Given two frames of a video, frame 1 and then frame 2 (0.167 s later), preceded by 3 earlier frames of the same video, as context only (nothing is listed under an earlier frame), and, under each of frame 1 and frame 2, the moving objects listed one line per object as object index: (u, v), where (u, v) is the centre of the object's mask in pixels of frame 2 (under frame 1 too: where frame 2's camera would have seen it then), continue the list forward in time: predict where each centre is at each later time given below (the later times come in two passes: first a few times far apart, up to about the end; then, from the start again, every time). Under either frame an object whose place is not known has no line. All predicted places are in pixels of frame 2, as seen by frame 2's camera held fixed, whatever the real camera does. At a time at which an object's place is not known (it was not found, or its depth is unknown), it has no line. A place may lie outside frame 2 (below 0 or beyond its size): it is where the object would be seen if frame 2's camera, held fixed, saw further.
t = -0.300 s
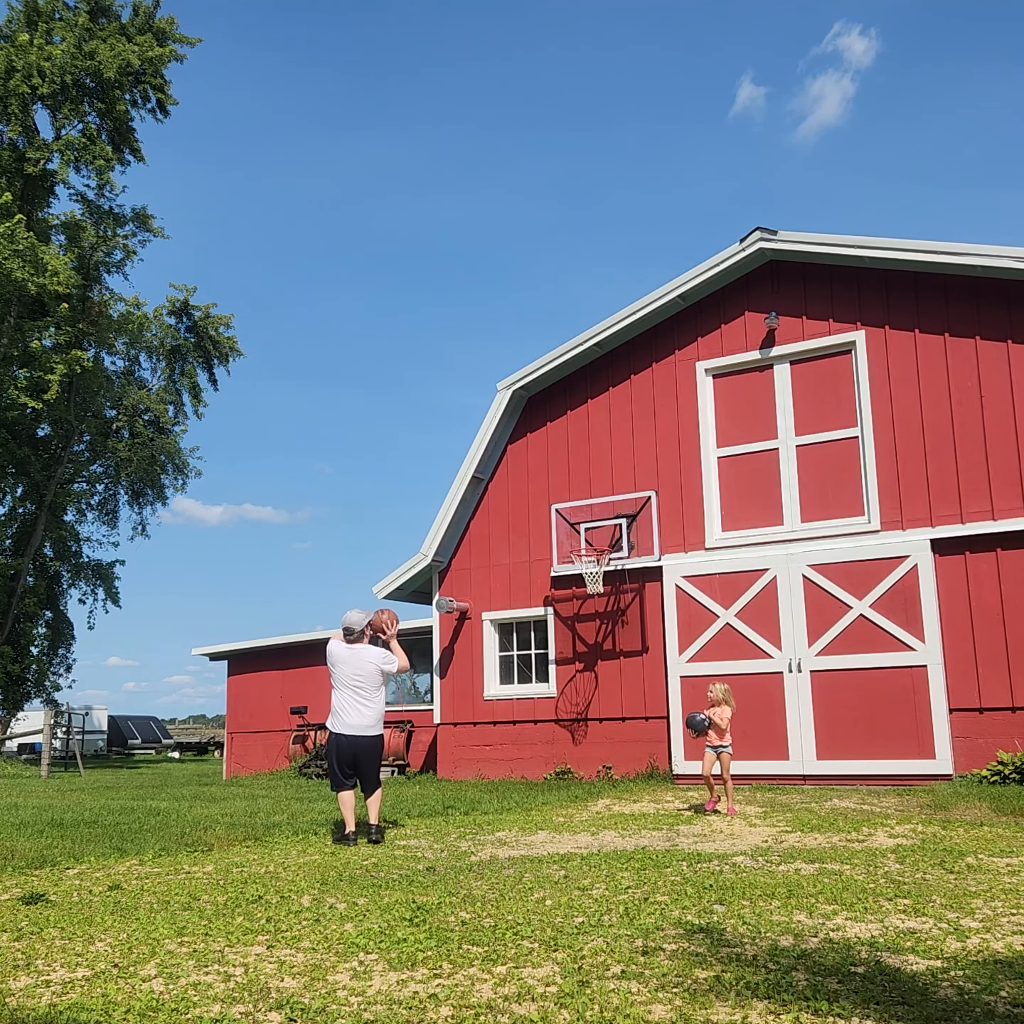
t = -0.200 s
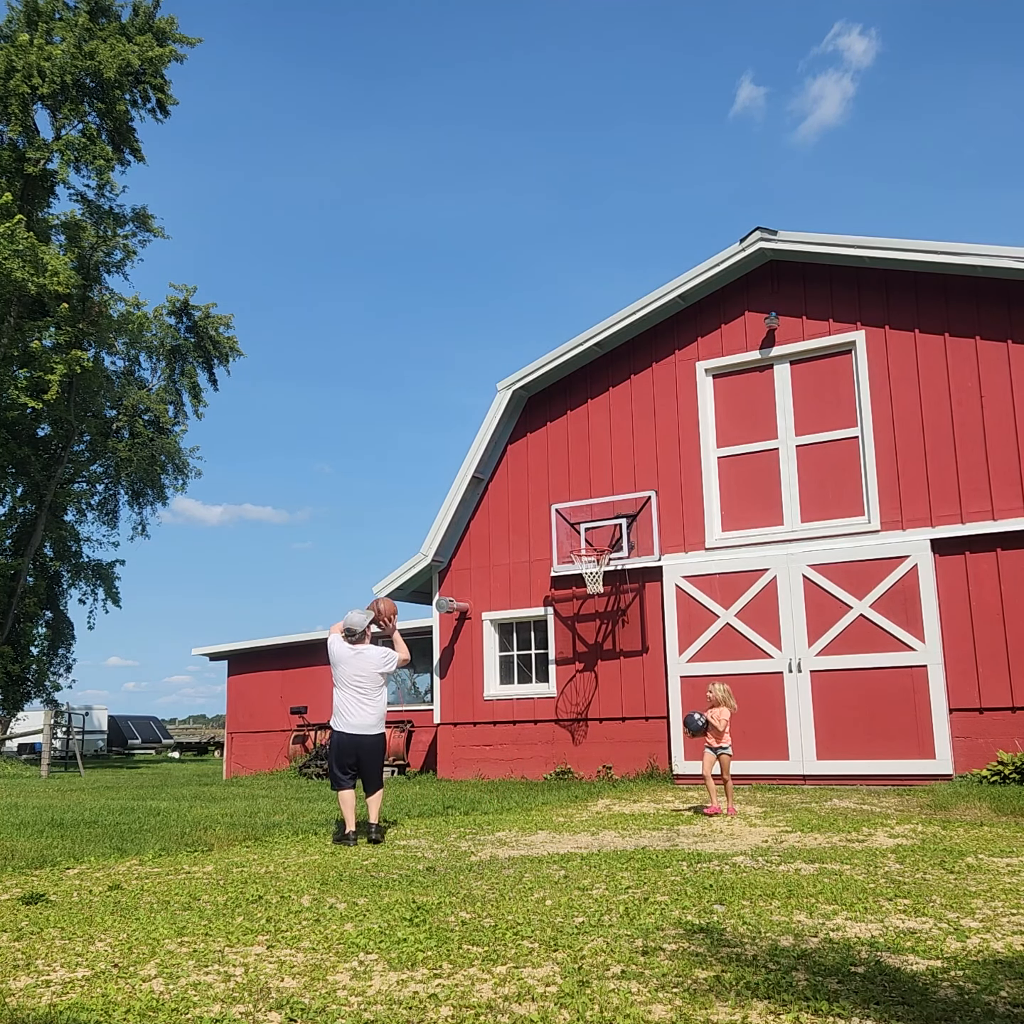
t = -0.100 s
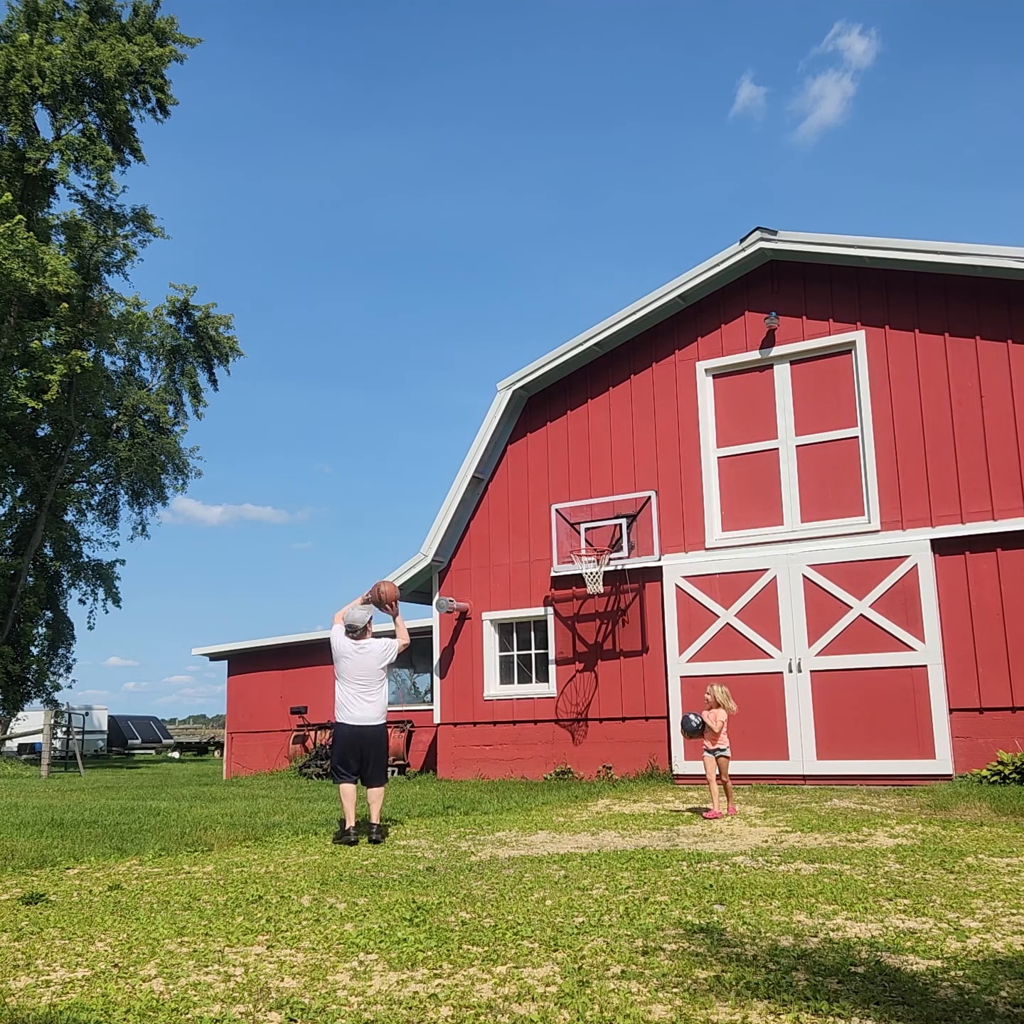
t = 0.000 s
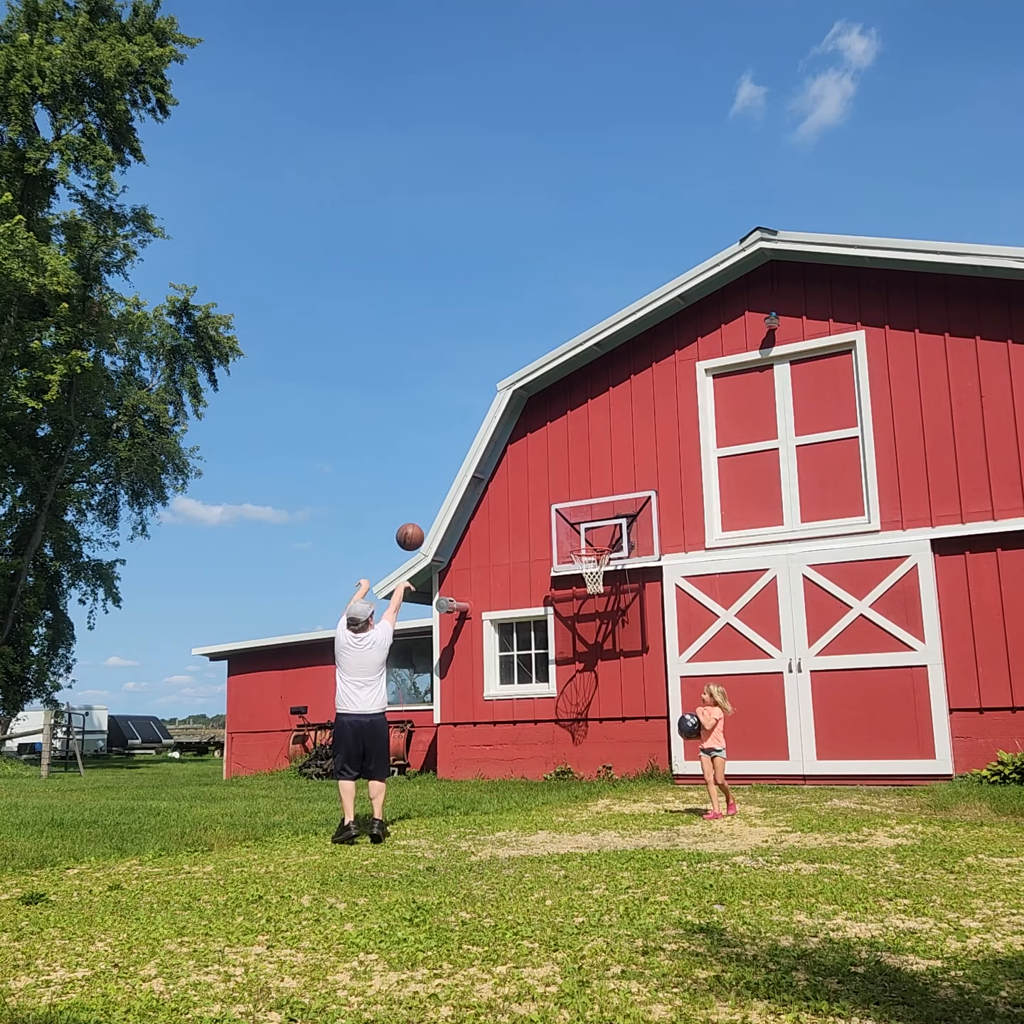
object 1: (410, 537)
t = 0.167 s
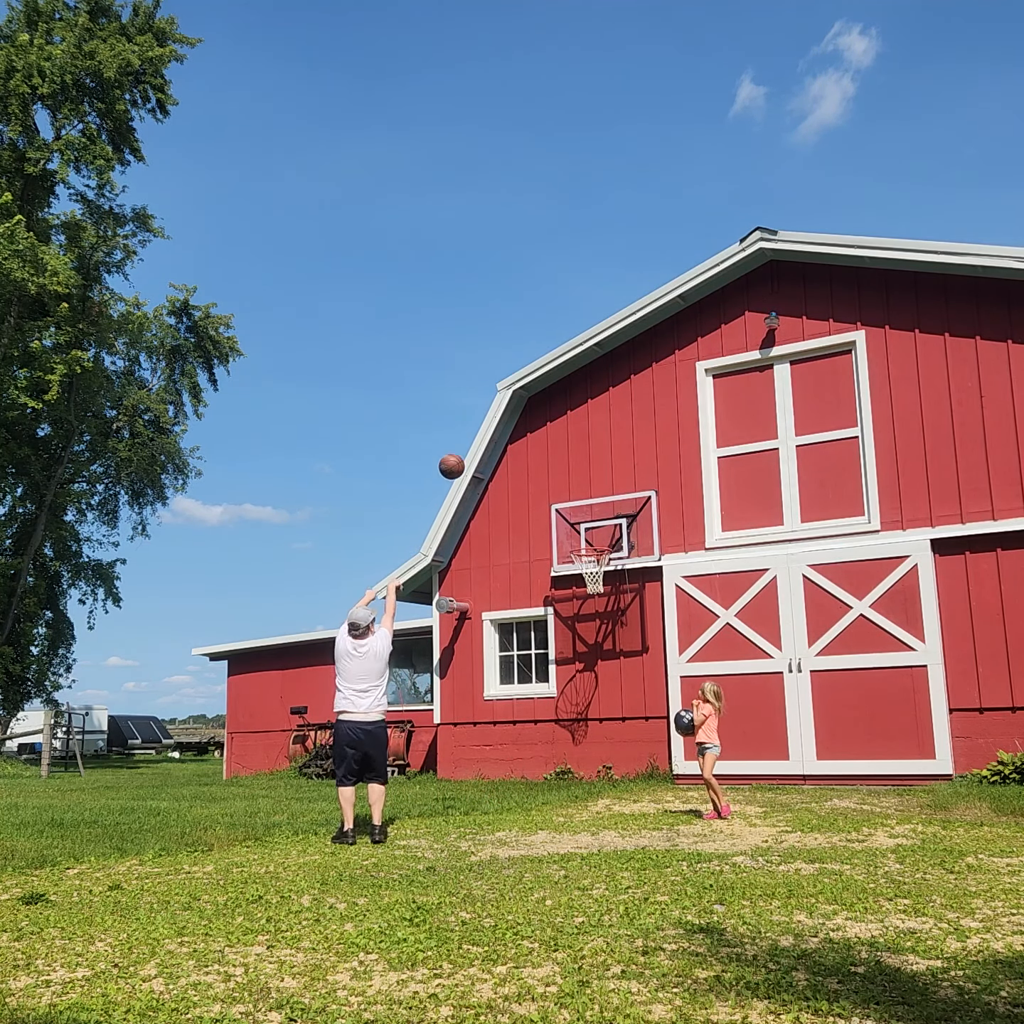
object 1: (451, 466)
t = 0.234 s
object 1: (466, 450)
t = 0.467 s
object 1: (514, 430)
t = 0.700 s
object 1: (554, 463)
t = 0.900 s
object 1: (585, 523)
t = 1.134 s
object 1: (616, 552)
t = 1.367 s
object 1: (653, 610)
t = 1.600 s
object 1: (701, 740)
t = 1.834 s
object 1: (720, 717)
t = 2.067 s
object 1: (721, 614)
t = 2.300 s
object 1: (728, 573)
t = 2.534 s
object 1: (739, 601)
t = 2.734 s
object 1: (754, 693)
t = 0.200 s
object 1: (459, 457)
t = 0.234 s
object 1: (466, 450)
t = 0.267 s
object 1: (474, 443)
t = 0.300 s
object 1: (481, 438)
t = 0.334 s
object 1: (488, 434)
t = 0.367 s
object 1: (494, 431)
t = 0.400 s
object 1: (501, 430)
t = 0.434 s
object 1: (507, 430)
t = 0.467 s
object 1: (514, 430)
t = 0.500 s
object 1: (520, 432)
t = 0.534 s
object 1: (525, 435)
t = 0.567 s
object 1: (531, 438)
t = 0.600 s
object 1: (537, 443)
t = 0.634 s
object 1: (543, 449)
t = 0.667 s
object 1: (548, 455)
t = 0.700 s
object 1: (554, 463)
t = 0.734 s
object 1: (559, 471)
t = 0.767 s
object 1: (565, 480)
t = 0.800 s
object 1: (570, 489)
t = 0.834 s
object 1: (575, 500)
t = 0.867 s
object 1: (580, 512)
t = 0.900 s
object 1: (585, 523)
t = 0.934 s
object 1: (590, 536)
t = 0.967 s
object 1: (594, 545)
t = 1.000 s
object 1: (598, 545)
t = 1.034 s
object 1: (602, 545)
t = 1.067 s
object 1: (606, 547)
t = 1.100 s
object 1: (611, 549)
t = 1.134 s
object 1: (616, 552)
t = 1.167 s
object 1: (620, 557)
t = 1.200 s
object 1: (625, 563)
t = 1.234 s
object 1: (631, 569)
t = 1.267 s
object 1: (636, 577)
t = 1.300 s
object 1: (641, 586)
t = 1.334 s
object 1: (647, 597)
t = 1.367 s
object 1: (653, 610)
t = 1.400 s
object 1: (659, 623)
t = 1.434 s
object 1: (666, 638)
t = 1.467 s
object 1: (672, 655)
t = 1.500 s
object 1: (679, 674)
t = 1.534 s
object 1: (686, 693)
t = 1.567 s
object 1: (693, 716)
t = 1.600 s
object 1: (701, 740)
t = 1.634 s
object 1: (709, 766)
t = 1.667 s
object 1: (717, 794)
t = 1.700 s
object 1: (722, 802)
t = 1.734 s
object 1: (721, 779)
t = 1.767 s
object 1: (721, 757)
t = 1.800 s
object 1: (720, 736)
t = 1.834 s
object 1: (720, 717)
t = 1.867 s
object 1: (720, 699)
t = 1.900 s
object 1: (720, 681)
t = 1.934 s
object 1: (720, 665)
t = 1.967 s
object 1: (720, 651)
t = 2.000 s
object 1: (721, 637)
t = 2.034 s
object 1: (721, 625)
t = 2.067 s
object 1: (721, 614)
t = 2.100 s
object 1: (722, 604)
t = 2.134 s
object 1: (723, 596)
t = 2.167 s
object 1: (724, 588)
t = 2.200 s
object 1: (724, 583)
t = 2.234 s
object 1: (725, 578)
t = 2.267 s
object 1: (727, 575)
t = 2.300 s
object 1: (728, 573)
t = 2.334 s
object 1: (729, 573)
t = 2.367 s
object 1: (730, 574)
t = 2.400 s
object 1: (732, 576)
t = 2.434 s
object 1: (734, 580)
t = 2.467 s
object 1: (735, 585)
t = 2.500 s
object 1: (737, 592)
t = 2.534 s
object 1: (739, 601)
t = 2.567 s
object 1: (741, 612)
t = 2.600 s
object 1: (744, 624)
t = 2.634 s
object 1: (746, 639)
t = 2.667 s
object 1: (748, 655)
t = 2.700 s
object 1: (751, 673)
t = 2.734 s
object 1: (754, 693)
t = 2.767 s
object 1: (757, 715)
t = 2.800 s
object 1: (760, 740)
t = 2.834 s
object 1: (763, 767)
